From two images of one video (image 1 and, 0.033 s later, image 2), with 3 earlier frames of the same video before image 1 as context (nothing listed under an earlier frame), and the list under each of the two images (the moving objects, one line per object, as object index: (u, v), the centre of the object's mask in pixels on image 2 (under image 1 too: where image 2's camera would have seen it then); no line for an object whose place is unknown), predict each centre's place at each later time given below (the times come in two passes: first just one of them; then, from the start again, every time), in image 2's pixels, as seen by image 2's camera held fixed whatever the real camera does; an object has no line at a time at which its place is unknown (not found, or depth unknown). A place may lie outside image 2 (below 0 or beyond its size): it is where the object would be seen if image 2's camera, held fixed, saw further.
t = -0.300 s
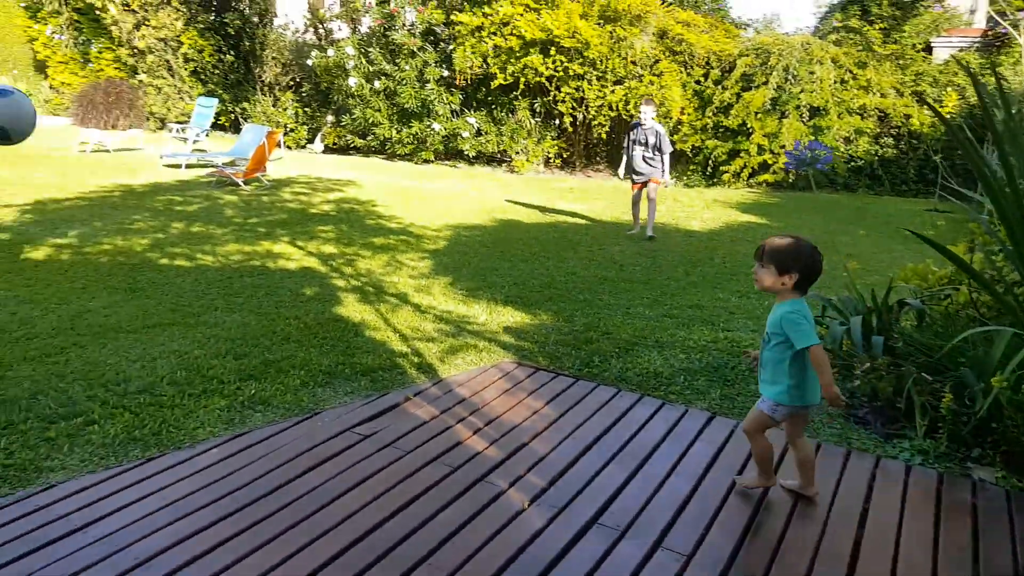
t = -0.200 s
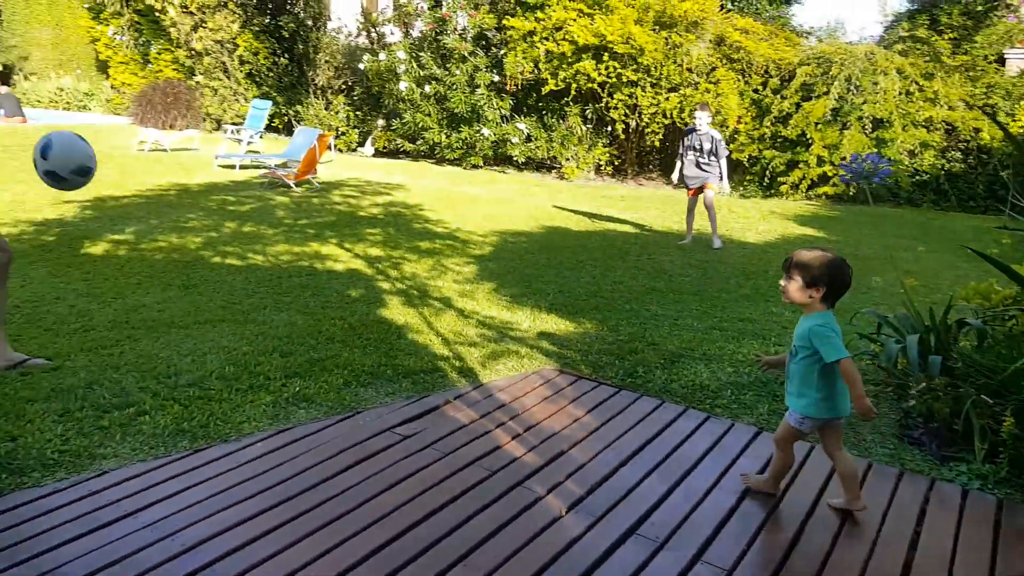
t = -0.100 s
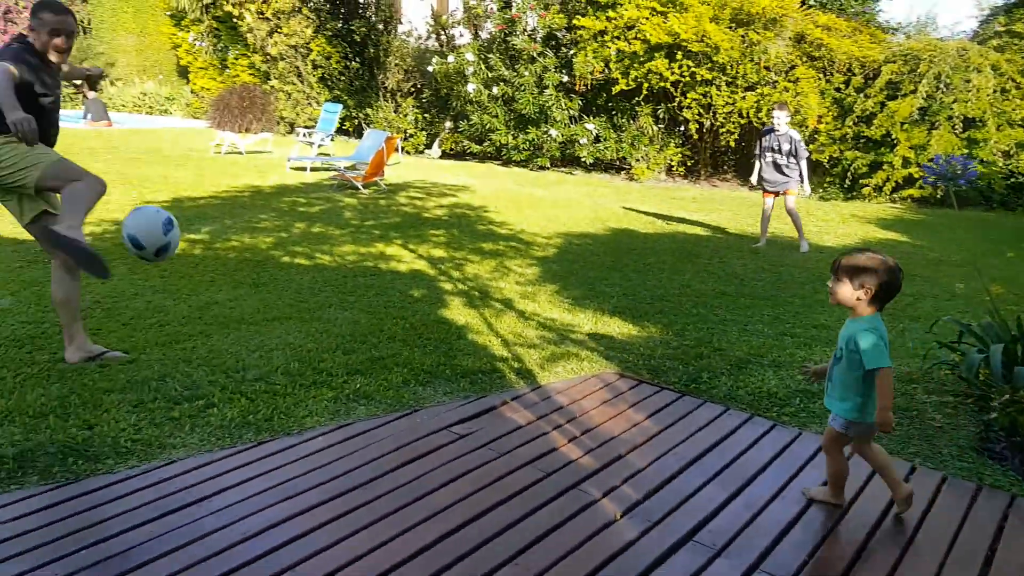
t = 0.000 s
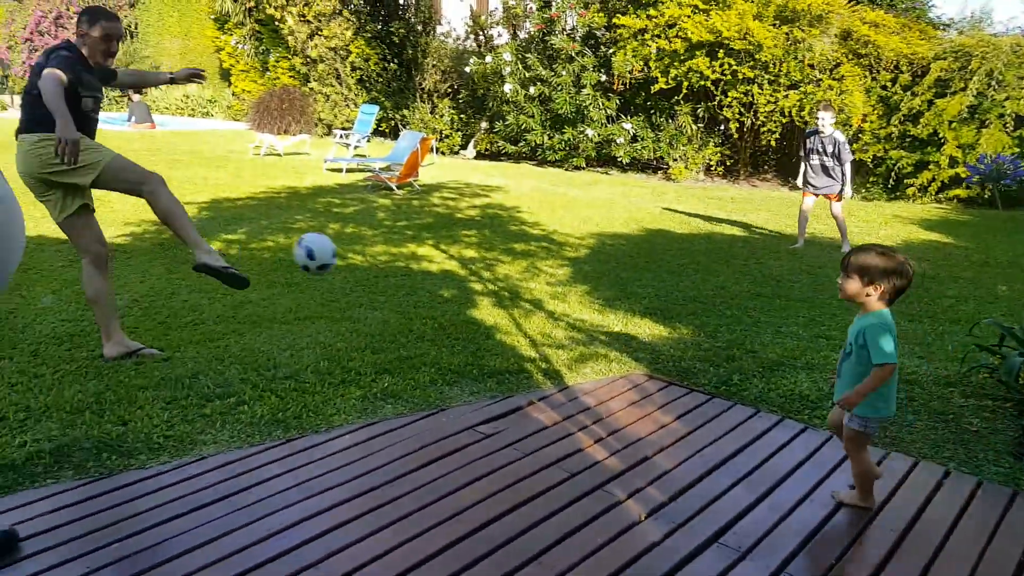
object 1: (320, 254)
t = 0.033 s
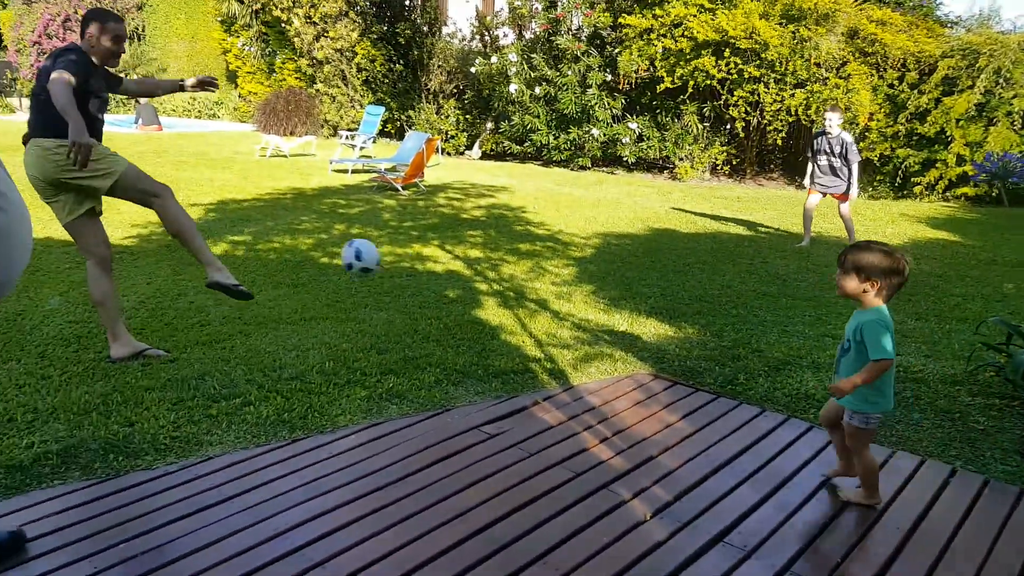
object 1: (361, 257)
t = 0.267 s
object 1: (510, 243)
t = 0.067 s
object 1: (394, 262)
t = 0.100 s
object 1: (423, 266)
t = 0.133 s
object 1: (447, 274)
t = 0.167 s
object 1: (468, 272)
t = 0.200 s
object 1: (483, 261)
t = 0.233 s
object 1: (497, 251)
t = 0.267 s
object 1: (510, 243)
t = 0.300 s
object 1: (523, 236)
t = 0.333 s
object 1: (535, 232)
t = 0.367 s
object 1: (546, 229)
